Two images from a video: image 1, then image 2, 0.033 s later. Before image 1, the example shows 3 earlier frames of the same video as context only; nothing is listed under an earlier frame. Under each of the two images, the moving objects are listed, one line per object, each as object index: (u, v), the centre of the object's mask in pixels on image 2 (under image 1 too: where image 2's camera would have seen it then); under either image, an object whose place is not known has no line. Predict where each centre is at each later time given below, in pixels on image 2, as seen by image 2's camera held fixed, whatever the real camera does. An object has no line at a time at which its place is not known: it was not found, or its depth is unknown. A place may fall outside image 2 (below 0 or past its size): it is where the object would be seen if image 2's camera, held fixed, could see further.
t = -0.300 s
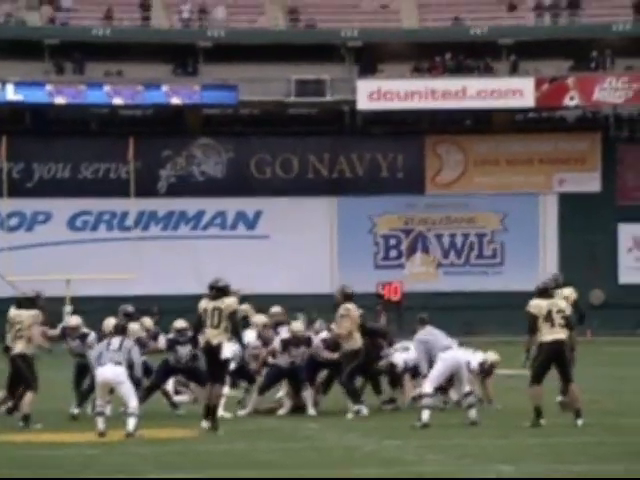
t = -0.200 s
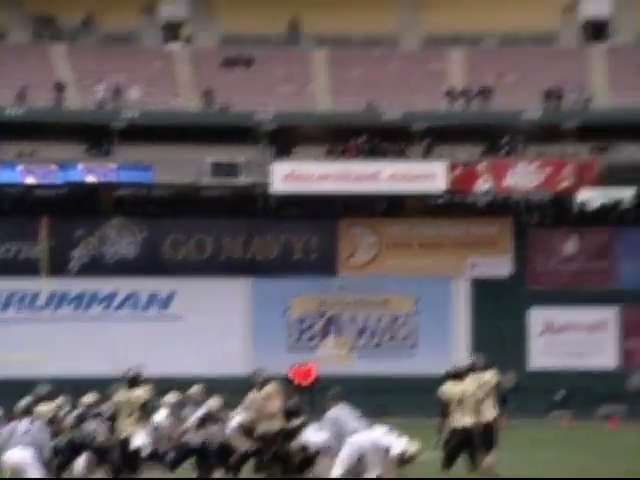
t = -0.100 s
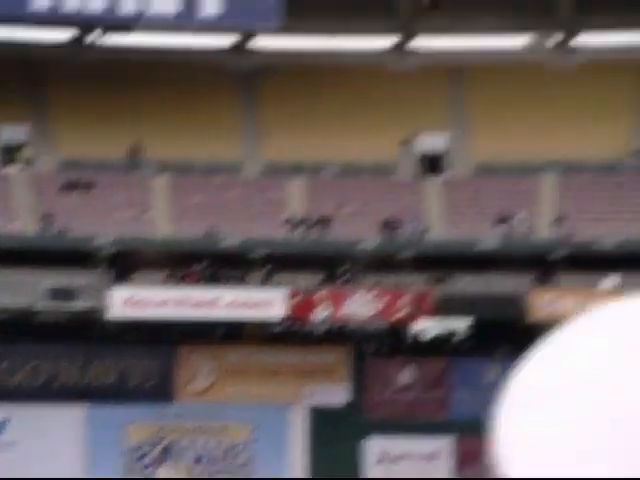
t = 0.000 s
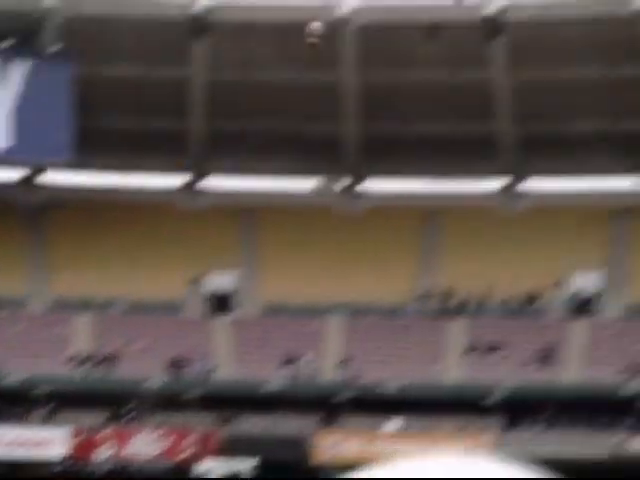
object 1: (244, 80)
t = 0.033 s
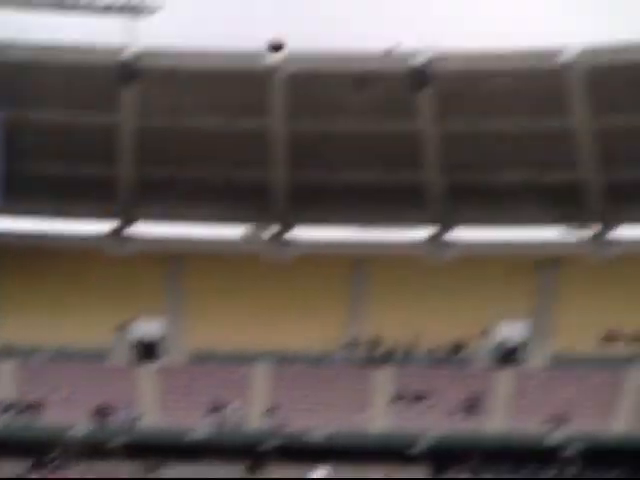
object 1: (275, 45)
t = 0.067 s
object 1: (307, 6)
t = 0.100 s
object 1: (339, -32)
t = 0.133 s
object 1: (373, -72)
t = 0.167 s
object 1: (406, -114)
